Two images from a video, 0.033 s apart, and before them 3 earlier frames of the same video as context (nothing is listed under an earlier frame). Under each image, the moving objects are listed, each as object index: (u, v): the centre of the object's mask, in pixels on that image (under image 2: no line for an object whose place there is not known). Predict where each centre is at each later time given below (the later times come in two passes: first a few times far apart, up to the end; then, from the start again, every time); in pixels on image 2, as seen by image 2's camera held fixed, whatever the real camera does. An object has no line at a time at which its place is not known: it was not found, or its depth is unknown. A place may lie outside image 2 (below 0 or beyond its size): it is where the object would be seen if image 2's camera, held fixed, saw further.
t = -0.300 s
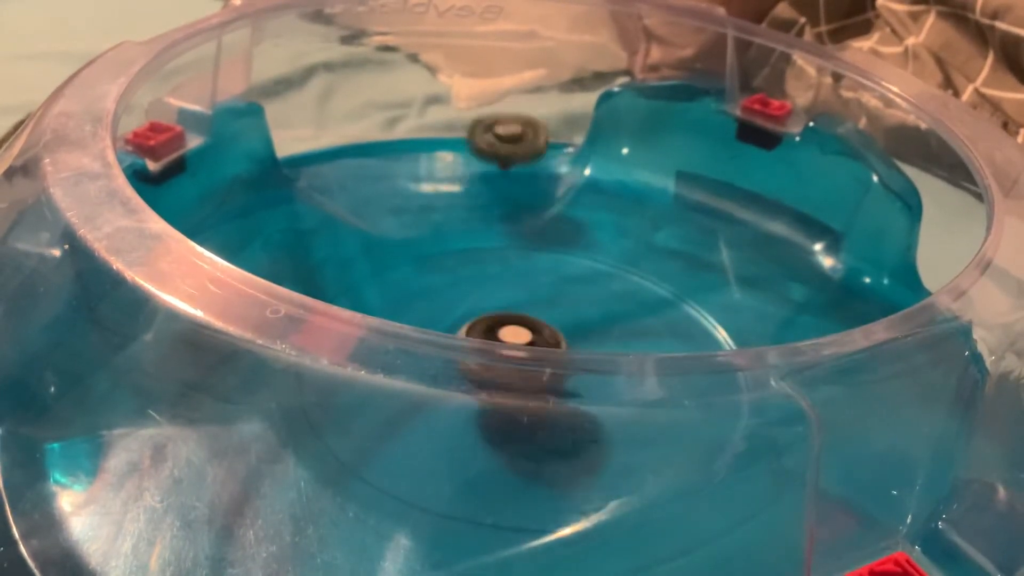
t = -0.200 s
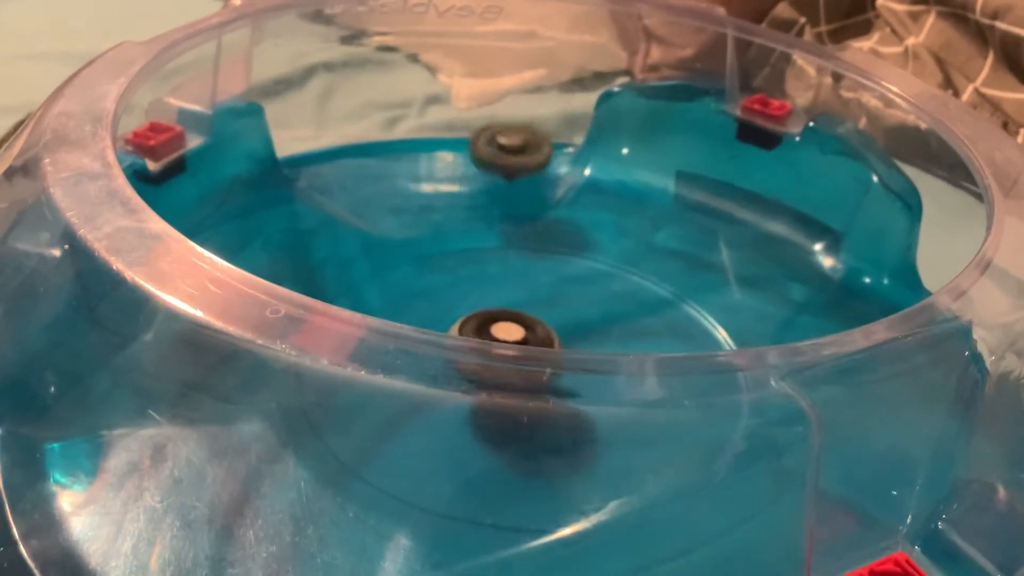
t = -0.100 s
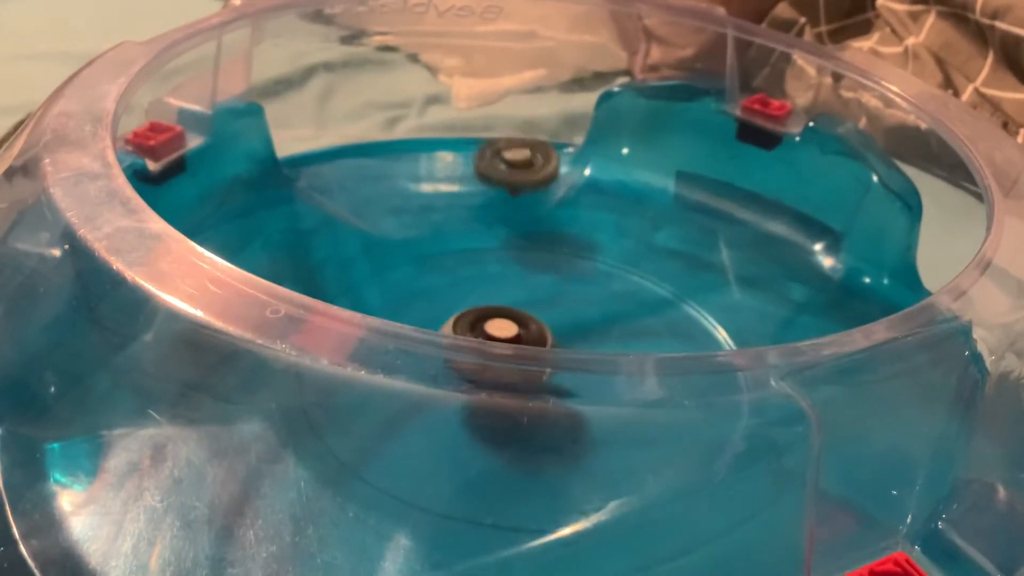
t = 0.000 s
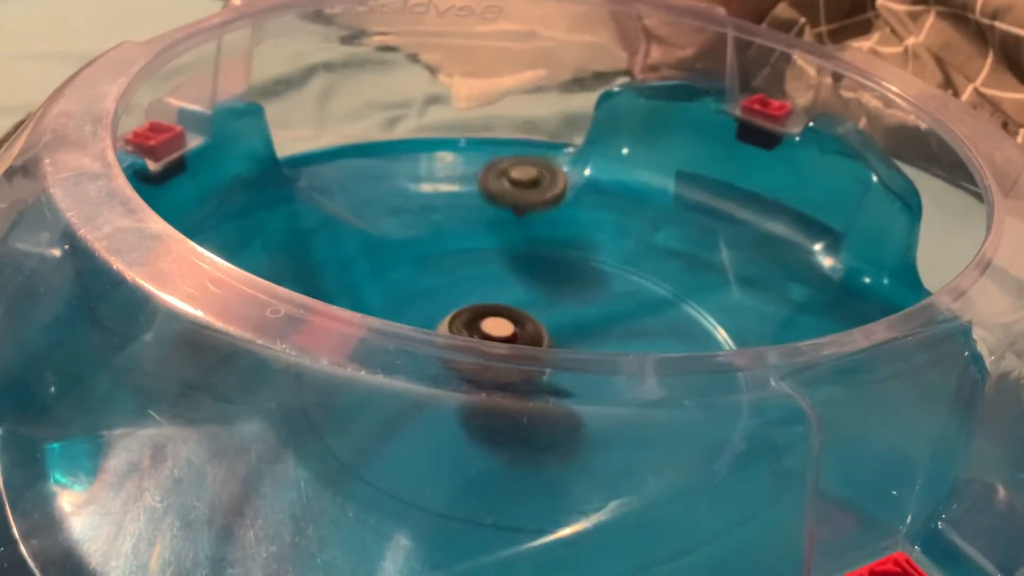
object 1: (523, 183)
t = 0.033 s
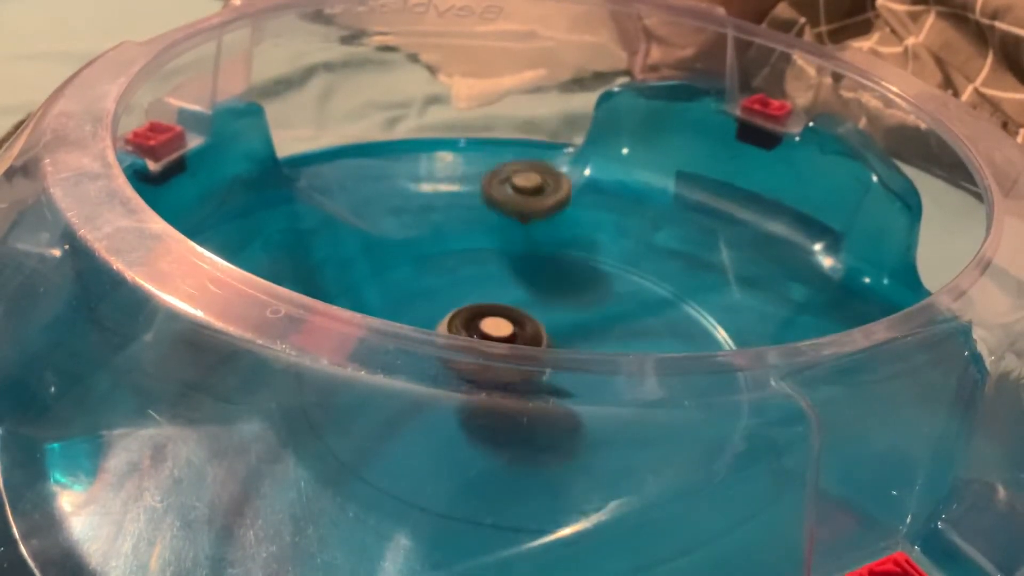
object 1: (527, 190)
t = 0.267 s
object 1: (429, 251)
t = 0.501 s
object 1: (442, 318)
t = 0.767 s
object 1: (497, 220)
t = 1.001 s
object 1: (423, 245)
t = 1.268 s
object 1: (630, 301)
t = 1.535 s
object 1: (606, 270)
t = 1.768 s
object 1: (633, 344)
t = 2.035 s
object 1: (683, 358)
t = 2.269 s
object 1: (511, 376)
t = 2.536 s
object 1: (520, 446)
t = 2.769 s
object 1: (539, 396)
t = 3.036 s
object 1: (475, 363)
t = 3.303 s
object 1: (567, 409)
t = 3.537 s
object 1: (566, 328)
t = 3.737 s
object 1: (570, 333)
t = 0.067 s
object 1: (529, 196)
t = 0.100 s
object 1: (524, 200)
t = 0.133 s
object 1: (509, 210)
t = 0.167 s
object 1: (486, 226)
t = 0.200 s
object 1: (465, 248)
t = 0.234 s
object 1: (449, 268)
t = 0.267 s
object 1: (429, 251)
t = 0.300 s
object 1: (415, 242)
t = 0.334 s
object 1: (406, 244)
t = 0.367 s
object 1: (397, 253)
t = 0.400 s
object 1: (390, 270)
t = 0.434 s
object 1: (395, 289)
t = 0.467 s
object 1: (413, 306)
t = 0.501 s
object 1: (442, 318)
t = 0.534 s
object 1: (477, 350)
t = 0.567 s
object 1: (508, 356)
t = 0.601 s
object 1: (528, 323)
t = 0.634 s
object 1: (524, 298)
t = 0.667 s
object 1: (525, 270)
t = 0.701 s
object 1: (522, 246)
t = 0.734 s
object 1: (513, 226)
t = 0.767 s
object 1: (497, 220)
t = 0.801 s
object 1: (477, 217)
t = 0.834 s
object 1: (460, 212)
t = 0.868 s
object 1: (445, 209)
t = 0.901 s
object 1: (433, 210)
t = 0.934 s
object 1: (423, 216)
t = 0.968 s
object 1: (421, 228)
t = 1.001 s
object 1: (423, 245)
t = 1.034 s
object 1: (436, 263)
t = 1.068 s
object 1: (456, 280)
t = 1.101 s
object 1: (482, 293)
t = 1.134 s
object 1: (512, 304)
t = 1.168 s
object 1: (543, 309)
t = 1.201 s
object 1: (574, 311)
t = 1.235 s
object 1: (603, 308)
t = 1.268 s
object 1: (630, 301)
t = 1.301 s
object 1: (652, 291)
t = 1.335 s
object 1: (668, 280)
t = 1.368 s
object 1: (673, 267)
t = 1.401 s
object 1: (657, 259)
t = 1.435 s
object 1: (637, 257)
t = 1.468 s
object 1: (624, 258)
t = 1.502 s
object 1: (615, 262)
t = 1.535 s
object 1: (606, 270)
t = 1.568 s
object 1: (596, 281)
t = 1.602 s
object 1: (592, 295)
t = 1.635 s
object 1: (590, 310)
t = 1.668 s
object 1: (594, 323)
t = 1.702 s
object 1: (602, 331)
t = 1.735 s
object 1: (616, 339)
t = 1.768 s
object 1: (633, 344)
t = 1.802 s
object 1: (651, 385)
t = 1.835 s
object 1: (673, 398)
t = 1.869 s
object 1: (690, 388)
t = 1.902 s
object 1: (702, 388)
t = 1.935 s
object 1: (705, 390)
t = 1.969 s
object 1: (698, 384)
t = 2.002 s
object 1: (694, 377)
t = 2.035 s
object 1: (683, 358)
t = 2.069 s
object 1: (667, 341)
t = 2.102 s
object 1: (648, 340)
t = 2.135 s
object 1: (628, 339)
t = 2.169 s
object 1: (609, 338)
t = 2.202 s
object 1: (587, 339)
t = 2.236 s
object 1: (558, 361)
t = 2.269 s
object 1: (511, 376)
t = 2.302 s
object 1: (491, 390)
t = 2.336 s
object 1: (479, 395)
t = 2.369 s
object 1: (472, 409)
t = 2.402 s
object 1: (469, 420)
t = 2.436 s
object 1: (472, 436)
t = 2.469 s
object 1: (488, 447)
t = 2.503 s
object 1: (504, 448)
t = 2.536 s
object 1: (520, 446)
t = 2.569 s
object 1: (534, 442)
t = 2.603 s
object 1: (546, 427)
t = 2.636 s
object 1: (550, 415)
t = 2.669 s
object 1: (551, 405)
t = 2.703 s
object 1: (543, 398)
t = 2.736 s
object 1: (544, 397)
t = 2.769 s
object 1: (539, 396)
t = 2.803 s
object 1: (532, 395)
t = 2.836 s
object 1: (526, 393)
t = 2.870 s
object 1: (517, 390)
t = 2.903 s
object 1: (509, 387)
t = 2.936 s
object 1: (499, 376)
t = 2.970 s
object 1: (491, 372)
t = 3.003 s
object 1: (482, 364)
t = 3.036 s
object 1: (475, 363)
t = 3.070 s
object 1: (466, 362)
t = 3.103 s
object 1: (465, 382)
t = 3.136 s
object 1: (471, 389)
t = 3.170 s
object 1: (482, 397)
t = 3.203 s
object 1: (502, 406)
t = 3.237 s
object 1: (523, 411)
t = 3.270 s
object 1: (549, 413)
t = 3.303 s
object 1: (567, 409)
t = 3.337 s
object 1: (584, 402)
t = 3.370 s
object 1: (591, 400)
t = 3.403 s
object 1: (592, 381)
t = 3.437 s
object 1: (582, 354)
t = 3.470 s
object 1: (571, 332)
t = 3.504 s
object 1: (569, 330)
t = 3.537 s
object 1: (566, 328)
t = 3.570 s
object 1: (569, 328)
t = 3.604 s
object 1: (571, 329)
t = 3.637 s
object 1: (572, 330)
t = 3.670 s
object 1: (570, 331)
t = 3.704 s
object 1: (570, 331)
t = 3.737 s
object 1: (570, 333)
